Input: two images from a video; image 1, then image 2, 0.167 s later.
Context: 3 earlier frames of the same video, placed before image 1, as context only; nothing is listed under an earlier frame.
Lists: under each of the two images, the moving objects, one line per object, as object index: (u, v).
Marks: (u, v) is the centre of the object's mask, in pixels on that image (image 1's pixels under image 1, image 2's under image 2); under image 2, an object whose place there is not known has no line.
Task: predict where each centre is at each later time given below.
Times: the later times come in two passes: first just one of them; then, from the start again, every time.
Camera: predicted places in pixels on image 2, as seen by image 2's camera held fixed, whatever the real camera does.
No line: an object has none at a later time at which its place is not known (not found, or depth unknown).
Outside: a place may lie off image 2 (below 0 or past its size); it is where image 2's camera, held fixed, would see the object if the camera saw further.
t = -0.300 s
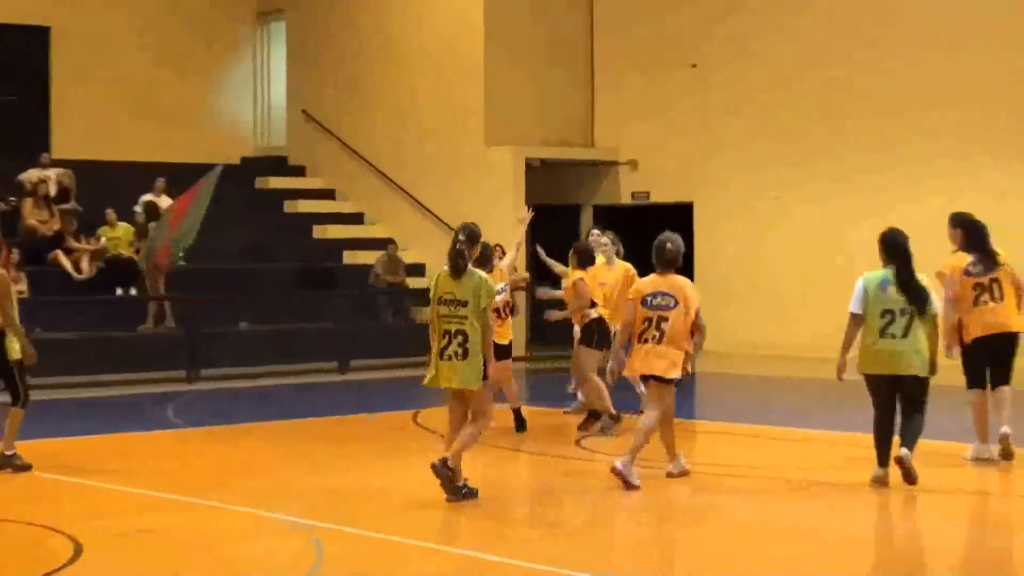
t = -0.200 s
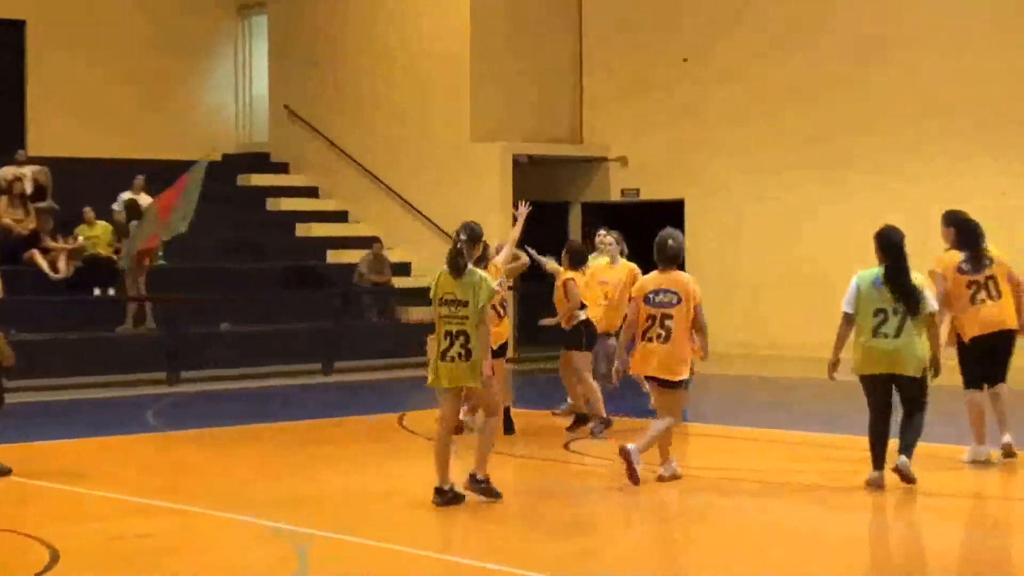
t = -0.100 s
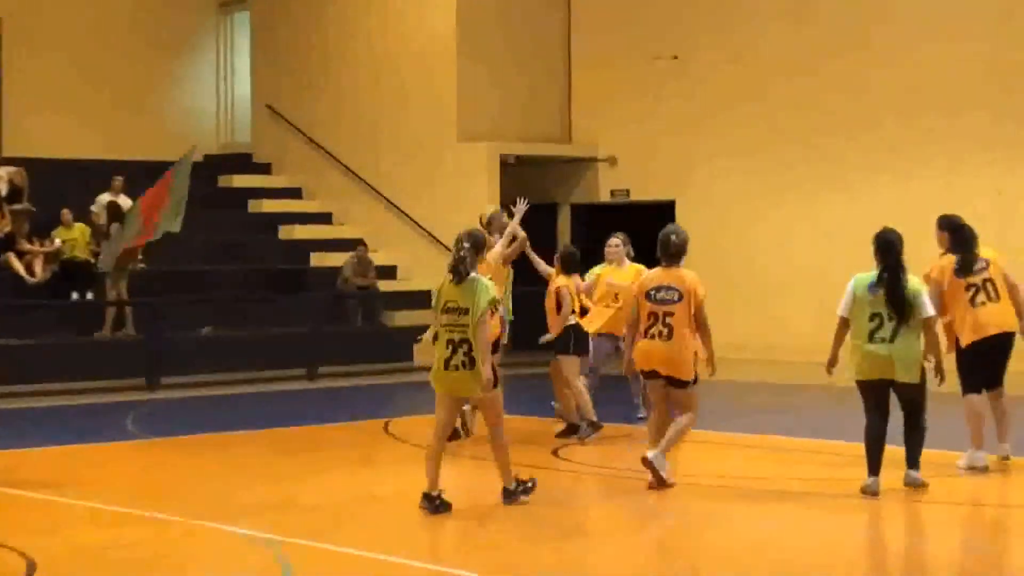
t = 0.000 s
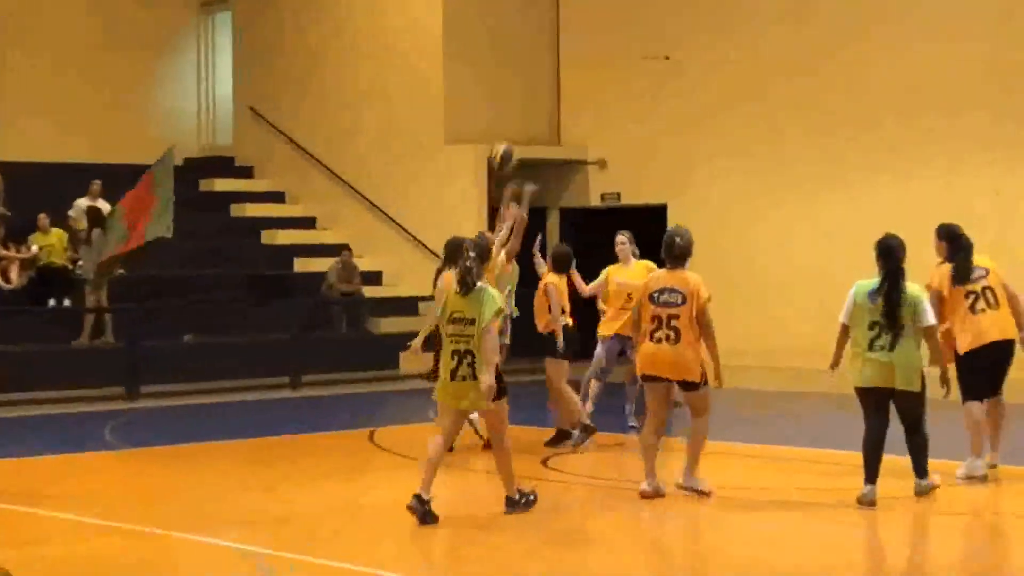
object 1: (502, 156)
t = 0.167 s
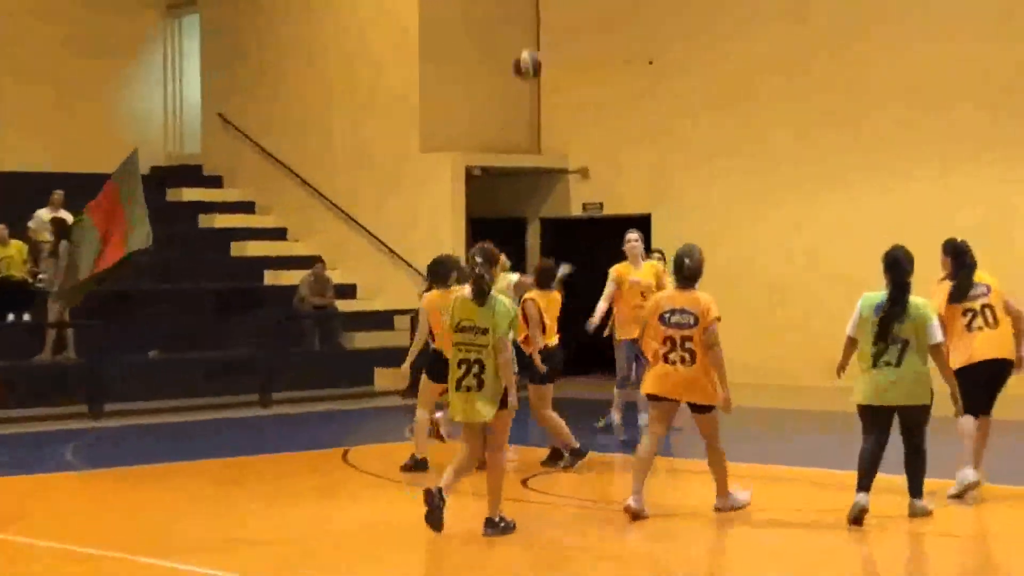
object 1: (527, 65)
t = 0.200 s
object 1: (537, 49)
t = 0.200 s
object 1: (537, 49)
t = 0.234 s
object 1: (546, 35)
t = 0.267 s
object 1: (556, 21)
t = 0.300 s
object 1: (565, 9)
